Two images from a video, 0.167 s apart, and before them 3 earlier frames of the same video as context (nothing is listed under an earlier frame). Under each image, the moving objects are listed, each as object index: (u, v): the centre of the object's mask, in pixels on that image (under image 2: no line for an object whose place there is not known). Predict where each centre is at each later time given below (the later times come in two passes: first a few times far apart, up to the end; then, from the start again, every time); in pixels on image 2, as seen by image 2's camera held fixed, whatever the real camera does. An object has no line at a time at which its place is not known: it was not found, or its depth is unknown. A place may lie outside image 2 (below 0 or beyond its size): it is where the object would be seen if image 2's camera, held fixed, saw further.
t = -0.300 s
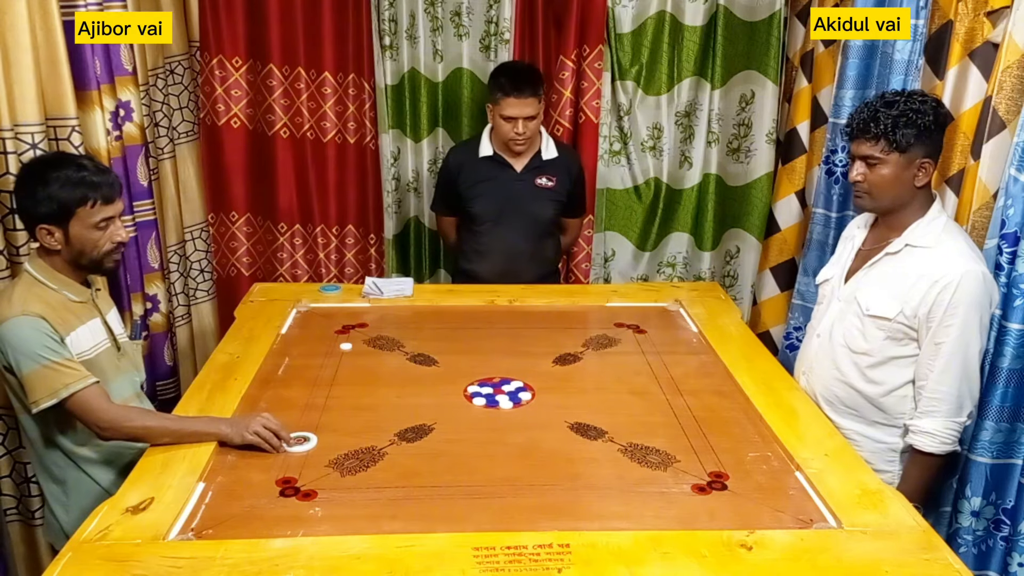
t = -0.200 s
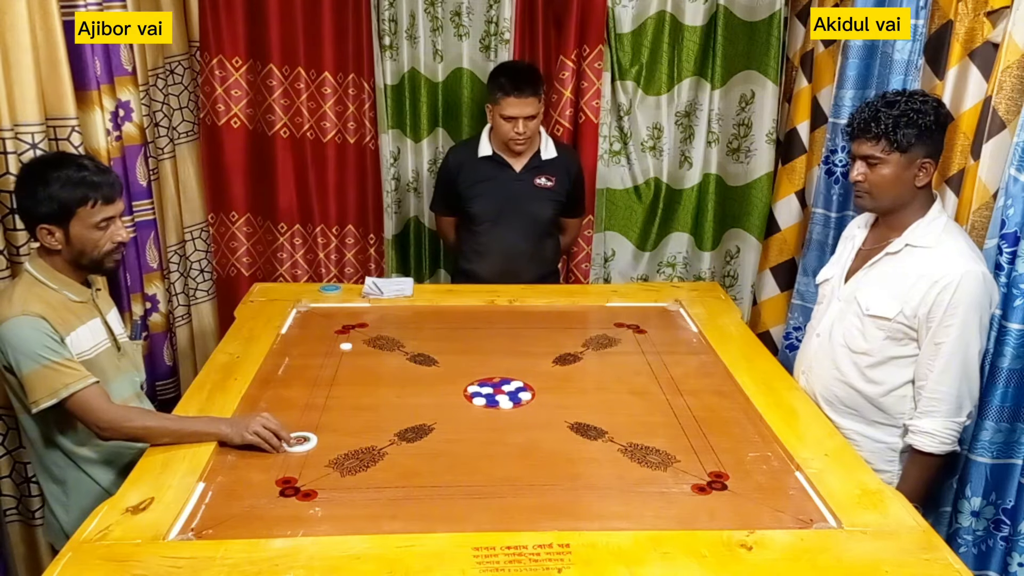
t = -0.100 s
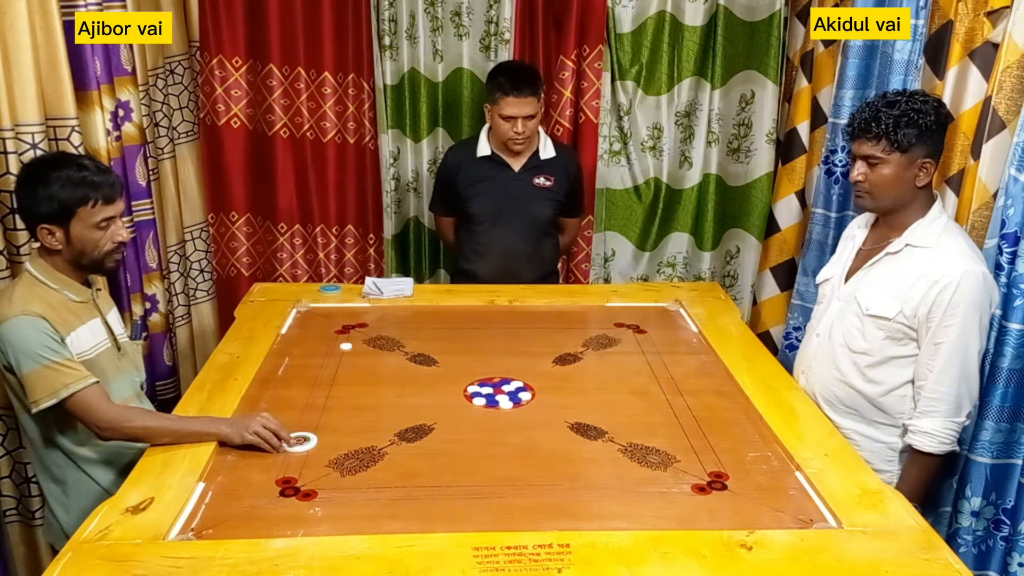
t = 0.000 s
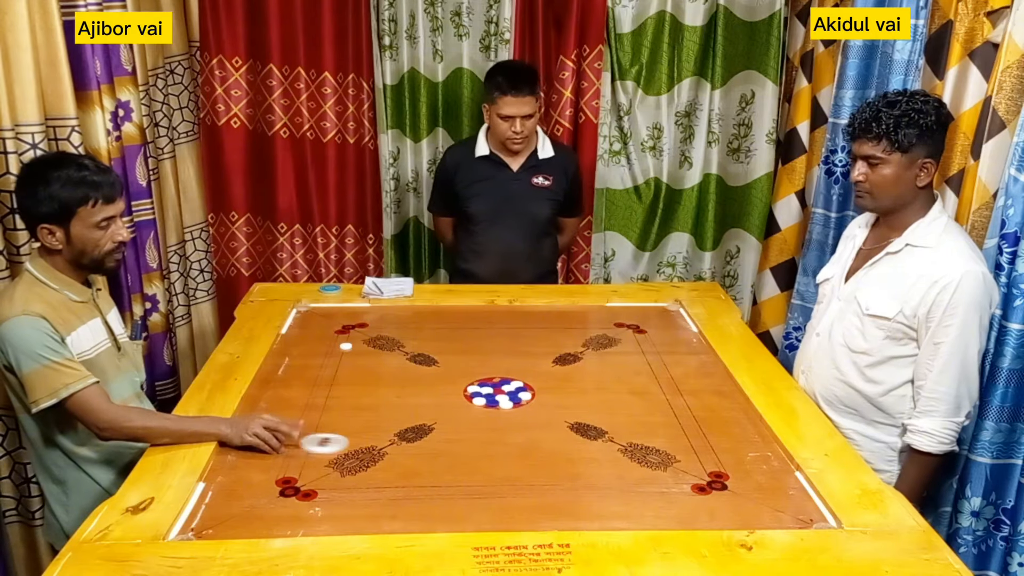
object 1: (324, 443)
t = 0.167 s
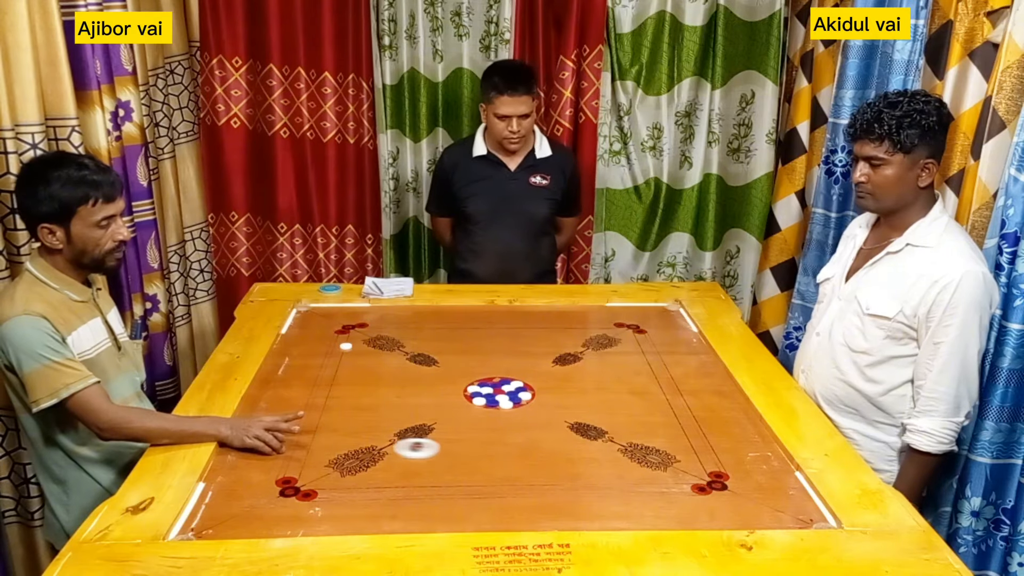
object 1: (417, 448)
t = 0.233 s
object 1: (450, 450)
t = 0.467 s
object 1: (546, 453)
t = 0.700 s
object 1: (612, 455)
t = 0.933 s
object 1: (644, 454)
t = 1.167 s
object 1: (649, 454)
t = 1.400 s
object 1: (649, 454)
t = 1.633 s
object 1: (649, 454)
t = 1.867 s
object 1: (649, 454)
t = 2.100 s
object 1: (649, 454)
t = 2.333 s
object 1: (649, 454)
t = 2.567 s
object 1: (649, 454)
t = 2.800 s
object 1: (649, 454)
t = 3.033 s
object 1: (649, 454)
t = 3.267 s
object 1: (650, 454)
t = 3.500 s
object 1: (650, 454)
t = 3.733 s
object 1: (650, 454)
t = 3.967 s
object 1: (650, 454)
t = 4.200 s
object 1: (650, 454)
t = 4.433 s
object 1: (650, 454)
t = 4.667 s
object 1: (650, 454)
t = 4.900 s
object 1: (649, 454)
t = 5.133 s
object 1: (649, 454)
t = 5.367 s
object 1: (649, 454)
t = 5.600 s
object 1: (649, 454)
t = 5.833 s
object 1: (649, 454)
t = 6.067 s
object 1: (649, 454)
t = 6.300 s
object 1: (649, 454)
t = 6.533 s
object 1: (649, 454)
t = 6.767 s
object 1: (649, 454)
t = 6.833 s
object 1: (649, 454)
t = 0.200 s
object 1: (433, 449)
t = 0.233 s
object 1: (450, 450)
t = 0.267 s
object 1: (465, 450)
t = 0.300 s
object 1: (480, 451)
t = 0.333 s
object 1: (495, 452)
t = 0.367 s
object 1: (508, 452)
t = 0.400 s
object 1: (522, 453)
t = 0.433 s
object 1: (534, 453)
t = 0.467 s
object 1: (546, 453)
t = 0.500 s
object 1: (558, 454)
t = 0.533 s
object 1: (568, 454)
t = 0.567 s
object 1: (578, 454)
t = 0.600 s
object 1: (588, 455)
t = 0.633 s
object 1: (596, 455)
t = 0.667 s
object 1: (605, 455)
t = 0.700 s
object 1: (612, 455)
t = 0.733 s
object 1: (619, 455)
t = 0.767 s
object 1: (625, 455)
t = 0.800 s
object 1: (630, 455)
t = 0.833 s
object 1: (635, 455)
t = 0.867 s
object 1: (639, 455)
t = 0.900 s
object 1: (642, 454)
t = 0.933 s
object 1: (644, 454)
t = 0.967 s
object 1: (647, 454)
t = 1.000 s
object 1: (648, 454)
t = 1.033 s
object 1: (649, 454)
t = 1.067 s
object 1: (649, 454)
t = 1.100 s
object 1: (649, 454)
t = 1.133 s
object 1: (649, 454)
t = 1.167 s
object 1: (649, 454)
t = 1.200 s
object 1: (649, 454)
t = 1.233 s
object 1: (649, 454)
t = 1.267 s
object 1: (649, 454)
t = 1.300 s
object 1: (649, 454)
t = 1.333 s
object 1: (649, 454)
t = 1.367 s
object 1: (649, 454)
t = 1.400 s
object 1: (649, 454)
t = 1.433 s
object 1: (649, 454)
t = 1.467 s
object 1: (649, 454)
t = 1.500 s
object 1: (649, 454)
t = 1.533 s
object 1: (649, 454)
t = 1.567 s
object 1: (649, 454)
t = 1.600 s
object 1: (649, 454)
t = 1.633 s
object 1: (649, 454)
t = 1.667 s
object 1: (649, 454)
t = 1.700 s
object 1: (649, 454)
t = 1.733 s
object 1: (649, 454)
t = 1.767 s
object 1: (649, 454)
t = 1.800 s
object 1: (649, 454)
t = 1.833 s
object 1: (649, 454)
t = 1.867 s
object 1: (649, 454)
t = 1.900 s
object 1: (649, 454)
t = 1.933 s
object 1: (649, 454)
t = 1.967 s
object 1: (649, 454)
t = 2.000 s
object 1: (649, 454)
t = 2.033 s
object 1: (649, 454)
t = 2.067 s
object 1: (649, 454)
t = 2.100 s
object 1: (649, 454)
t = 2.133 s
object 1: (649, 454)
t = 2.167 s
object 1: (649, 454)
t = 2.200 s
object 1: (649, 454)
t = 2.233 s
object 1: (649, 454)
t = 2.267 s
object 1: (649, 454)
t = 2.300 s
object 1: (649, 454)
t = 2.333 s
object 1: (649, 454)
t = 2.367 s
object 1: (649, 454)
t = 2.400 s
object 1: (649, 454)
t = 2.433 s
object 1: (649, 454)
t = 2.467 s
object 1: (649, 454)
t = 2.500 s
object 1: (649, 454)
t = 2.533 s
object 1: (649, 454)
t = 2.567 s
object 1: (649, 454)
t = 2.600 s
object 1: (649, 454)
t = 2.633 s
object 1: (649, 454)
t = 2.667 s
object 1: (649, 454)
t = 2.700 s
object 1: (649, 454)
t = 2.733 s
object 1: (649, 454)
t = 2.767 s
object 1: (649, 454)
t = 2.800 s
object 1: (649, 454)
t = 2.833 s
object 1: (649, 454)
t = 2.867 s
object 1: (649, 454)
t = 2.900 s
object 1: (649, 454)
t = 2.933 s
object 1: (649, 454)
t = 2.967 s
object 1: (649, 454)
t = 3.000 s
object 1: (649, 454)
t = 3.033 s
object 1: (649, 454)
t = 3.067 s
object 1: (649, 454)
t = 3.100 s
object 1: (650, 454)
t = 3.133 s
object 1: (650, 454)
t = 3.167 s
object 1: (650, 454)
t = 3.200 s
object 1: (650, 454)
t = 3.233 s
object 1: (650, 454)
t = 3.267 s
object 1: (650, 454)
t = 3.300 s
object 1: (650, 454)
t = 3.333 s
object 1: (650, 454)
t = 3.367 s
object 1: (650, 454)
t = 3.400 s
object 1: (650, 454)
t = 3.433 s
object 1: (650, 454)
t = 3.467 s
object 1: (650, 454)
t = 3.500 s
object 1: (650, 454)
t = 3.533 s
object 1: (650, 454)
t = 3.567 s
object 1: (650, 454)
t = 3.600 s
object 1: (650, 454)
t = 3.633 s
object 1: (650, 454)
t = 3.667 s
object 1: (650, 454)
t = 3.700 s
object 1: (650, 454)
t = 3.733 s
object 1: (650, 454)
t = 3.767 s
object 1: (650, 454)
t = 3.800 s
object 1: (650, 454)
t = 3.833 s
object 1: (650, 454)
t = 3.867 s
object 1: (650, 454)
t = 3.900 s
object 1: (650, 454)
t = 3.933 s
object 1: (650, 454)
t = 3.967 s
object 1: (650, 454)
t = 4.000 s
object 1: (650, 454)
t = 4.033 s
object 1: (650, 454)
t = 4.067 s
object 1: (650, 454)
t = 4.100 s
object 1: (650, 454)
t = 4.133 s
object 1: (650, 454)
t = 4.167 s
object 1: (650, 454)
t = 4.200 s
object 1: (650, 454)
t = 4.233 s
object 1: (650, 454)
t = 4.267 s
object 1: (650, 454)
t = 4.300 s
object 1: (650, 454)
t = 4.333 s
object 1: (650, 454)
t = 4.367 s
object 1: (650, 454)
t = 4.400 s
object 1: (650, 454)
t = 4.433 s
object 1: (650, 454)
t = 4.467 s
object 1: (650, 454)
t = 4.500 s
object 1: (650, 454)
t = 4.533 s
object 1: (650, 454)
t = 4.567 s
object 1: (650, 454)
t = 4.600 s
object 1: (650, 454)
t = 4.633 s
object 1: (650, 454)
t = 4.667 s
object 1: (650, 454)
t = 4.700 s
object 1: (650, 454)
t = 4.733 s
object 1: (650, 454)
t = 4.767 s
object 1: (650, 454)
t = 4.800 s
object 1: (650, 454)
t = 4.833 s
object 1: (650, 454)
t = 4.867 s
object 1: (649, 454)
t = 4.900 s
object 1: (649, 454)
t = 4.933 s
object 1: (650, 454)
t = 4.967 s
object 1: (650, 454)
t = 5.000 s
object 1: (650, 454)
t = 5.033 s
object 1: (650, 454)
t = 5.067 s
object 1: (650, 454)
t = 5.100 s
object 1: (650, 454)
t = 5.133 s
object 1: (649, 454)
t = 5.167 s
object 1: (649, 454)
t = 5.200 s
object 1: (650, 454)
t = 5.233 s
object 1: (649, 454)
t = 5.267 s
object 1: (649, 454)
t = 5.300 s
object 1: (649, 454)
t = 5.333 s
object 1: (649, 454)
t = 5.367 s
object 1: (649, 454)
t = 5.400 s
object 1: (649, 454)
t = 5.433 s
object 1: (649, 454)
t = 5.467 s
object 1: (649, 454)
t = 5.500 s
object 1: (649, 454)
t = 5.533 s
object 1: (649, 454)
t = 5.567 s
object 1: (649, 454)
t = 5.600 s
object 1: (649, 454)
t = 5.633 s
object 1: (649, 454)
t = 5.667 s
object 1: (649, 454)
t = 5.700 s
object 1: (649, 454)
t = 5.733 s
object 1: (649, 454)
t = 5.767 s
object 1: (649, 454)
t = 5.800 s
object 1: (649, 454)
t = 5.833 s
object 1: (649, 454)
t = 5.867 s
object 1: (649, 454)
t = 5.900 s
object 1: (649, 454)
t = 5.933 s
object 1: (649, 454)
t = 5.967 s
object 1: (649, 454)
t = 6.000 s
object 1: (649, 454)
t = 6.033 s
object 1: (649, 454)
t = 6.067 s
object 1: (649, 454)
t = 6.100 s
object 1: (649, 454)
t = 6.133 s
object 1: (649, 454)
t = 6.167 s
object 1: (649, 454)
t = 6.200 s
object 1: (649, 454)
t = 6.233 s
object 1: (649, 454)
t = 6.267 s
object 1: (649, 454)
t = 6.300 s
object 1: (649, 454)
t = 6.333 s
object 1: (649, 454)
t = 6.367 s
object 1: (649, 454)
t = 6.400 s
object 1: (649, 454)
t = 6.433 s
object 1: (649, 454)
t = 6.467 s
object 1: (649, 454)
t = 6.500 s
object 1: (649, 454)
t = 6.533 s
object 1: (649, 454)
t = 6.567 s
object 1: (649, 454)
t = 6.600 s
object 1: (649, 454)
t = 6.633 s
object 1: (649, 454)
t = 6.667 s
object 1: (649, 454)
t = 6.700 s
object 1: (649, 454)
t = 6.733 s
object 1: (649, 454)
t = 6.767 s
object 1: (649, 454)
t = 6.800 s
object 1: (649, 454)
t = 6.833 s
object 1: (649, 454)
